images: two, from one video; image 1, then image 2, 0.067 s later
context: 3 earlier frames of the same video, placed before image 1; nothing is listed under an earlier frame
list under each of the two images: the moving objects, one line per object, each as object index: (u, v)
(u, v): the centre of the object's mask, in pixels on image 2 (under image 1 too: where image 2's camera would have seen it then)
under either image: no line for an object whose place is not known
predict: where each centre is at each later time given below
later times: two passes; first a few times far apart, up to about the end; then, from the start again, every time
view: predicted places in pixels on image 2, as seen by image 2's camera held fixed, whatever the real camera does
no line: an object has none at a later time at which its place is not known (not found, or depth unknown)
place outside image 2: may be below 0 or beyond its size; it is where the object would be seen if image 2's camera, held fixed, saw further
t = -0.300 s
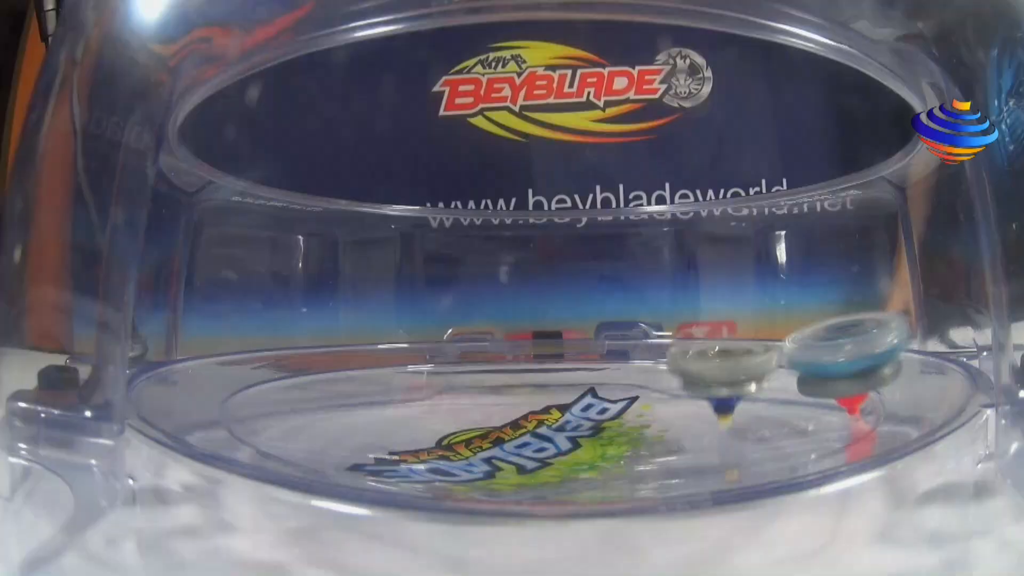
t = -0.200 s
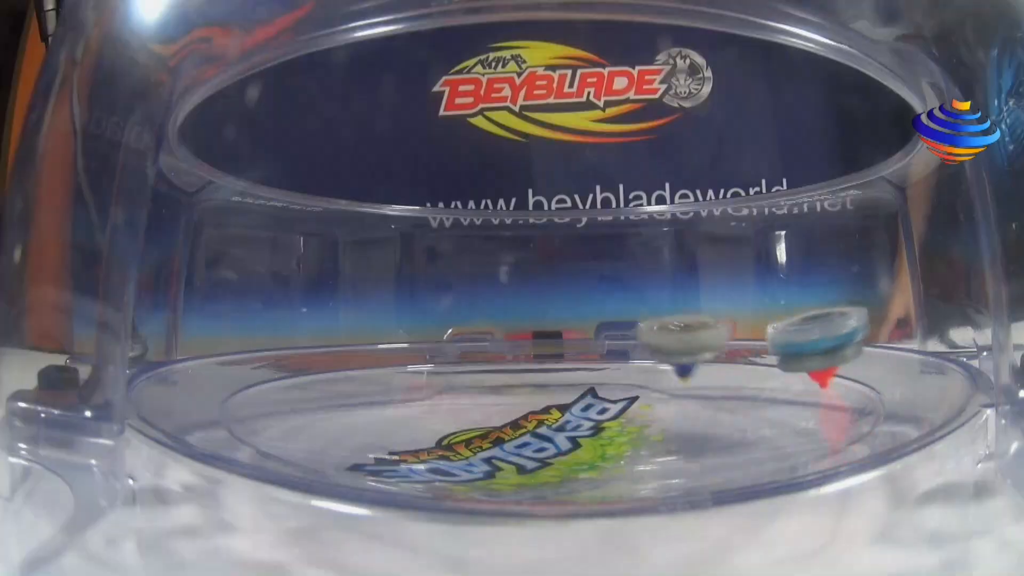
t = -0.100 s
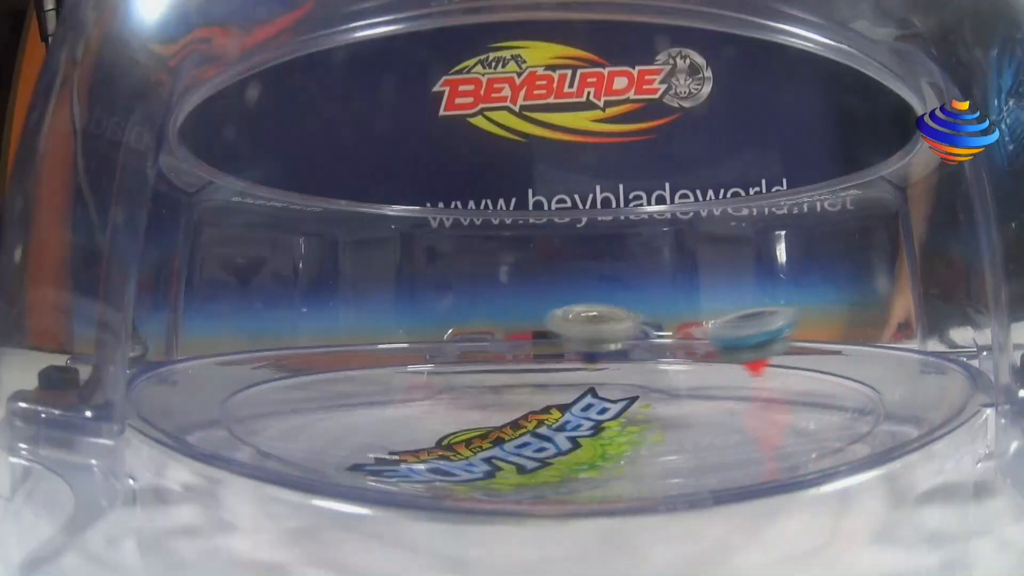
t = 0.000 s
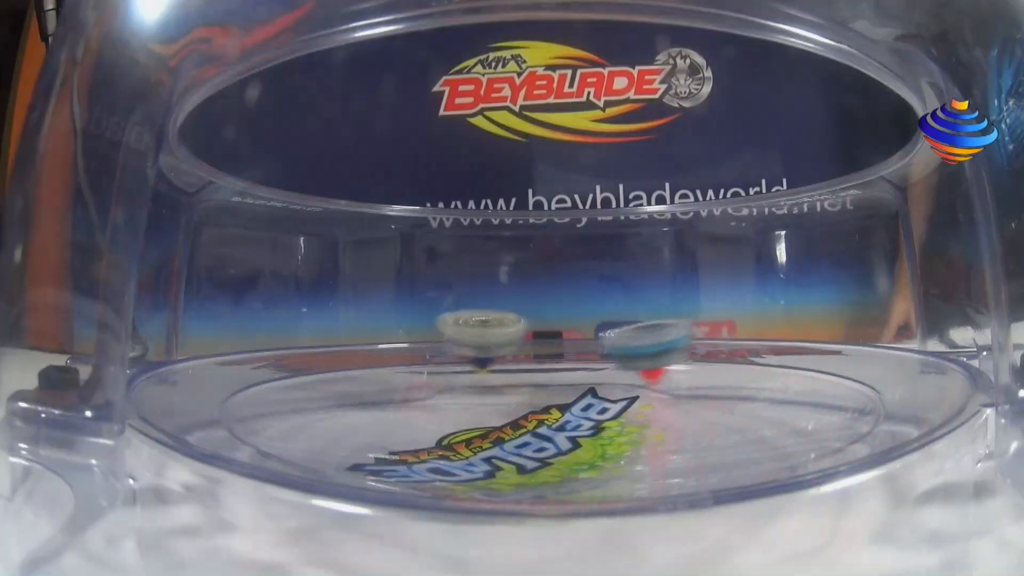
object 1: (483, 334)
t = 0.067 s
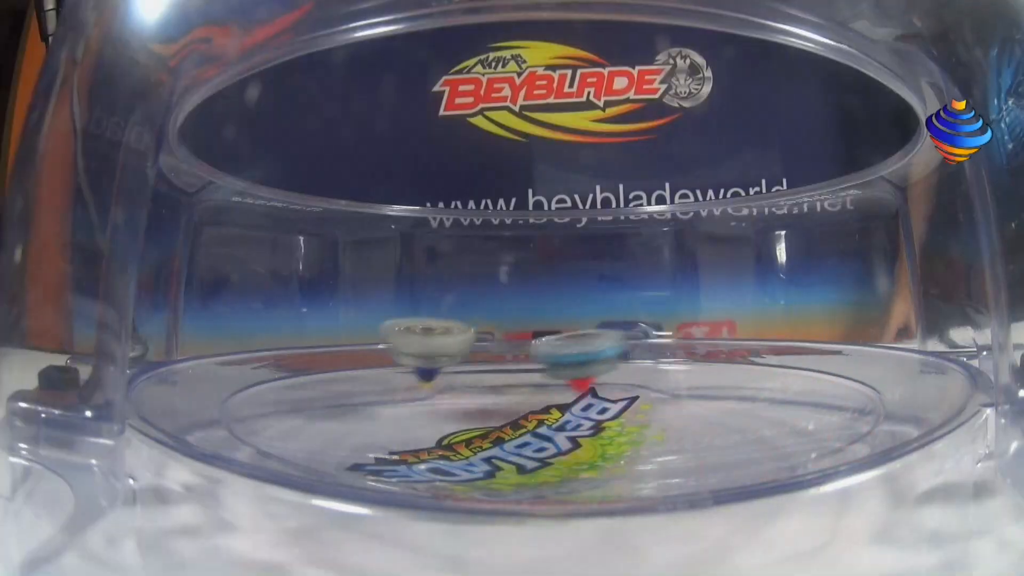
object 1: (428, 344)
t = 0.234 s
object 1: (384, 396)
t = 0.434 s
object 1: (752, 384)
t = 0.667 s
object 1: (818, 336)
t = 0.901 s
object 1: (546, 356)
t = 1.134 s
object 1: (307, 362)
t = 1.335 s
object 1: (359, 388)
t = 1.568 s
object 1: (805, 378)
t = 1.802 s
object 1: (690, 357)
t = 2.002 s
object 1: (517, 379)
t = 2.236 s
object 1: (535, 414)
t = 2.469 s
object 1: (783, 379)
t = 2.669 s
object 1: (781, 361)
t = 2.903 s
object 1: (651, 390)
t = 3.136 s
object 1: (524, 419)
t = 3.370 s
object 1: (631, 412)
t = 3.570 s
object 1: (538, 396)
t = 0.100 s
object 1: (409, 351)
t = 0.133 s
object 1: (397, 361)
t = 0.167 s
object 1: (392, 373)
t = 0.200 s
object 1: (388, 384)
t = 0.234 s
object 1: (384, 396)
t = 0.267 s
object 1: (397, 405)
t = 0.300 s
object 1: (435, 411)
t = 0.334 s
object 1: (487, 408)
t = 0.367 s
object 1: (589, 406)
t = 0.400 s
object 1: (686, 395)
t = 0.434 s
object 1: (752, 384)
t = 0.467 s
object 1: (798, 380)
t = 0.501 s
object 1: (833, 372)
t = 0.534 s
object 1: (858, 359)
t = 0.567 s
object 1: (859, 356)
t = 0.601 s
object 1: (855, 350)
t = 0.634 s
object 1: (841, 346)
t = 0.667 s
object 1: (818, 336)
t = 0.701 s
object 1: (779, 336)
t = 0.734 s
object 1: (737, 338)
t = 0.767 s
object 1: (701, 350)
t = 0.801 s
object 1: (664, 353)
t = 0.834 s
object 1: (628, 354)
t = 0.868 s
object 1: (588, 356)
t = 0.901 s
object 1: (546, 356)
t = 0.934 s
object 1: (509, 357)
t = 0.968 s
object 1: (471, 357)
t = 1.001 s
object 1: (433, 358)
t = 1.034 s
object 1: (394, 358)
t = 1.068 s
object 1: (361, 360)
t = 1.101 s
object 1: (331, 360)
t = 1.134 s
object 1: (307, 362)
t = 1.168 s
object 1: (288, 367)
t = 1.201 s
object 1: (280, 370)
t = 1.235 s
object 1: (284, 377)
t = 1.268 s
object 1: (288, 382)
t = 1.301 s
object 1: (306, 385)
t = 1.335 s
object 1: (359, 388)
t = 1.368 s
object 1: (448, 395)
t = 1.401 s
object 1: (540, 398)
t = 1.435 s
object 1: (637, 396)
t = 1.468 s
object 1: (714, 394)
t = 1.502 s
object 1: (767, 388)
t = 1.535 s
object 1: (795, 383)
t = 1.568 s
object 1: (805, 378)
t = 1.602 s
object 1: (803, 374)
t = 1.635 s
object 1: (800, 369)
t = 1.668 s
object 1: (791, 365)
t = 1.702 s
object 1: (773, 361)
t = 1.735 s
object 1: (748, 360)
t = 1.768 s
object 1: (722, 358)
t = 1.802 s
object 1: (690, 357)
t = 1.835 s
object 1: (656, 357)
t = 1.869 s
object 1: (621, 357)
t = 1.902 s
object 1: (589, 359)
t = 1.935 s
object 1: (565, 365)
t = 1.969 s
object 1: (539, 372)
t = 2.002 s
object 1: (517, 379)
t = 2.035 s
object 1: (497, 386)
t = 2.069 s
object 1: (481, 393)
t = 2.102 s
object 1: (472, 400)
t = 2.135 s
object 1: (472, 406)
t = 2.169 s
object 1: (480, 411)
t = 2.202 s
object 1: (501, 413)
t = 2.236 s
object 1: (535, 414)
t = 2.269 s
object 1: (582, 414)
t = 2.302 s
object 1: (634, 411)
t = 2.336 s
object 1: (690, 406)
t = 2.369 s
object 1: (738, 398)
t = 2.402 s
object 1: (769, 391)
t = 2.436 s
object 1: (783, 386)
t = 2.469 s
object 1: (783, 379)
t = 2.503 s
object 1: (772, 377)
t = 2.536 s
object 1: (763, 368)
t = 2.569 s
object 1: (776, 365)
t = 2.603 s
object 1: (779, 363)
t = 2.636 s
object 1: (781, 362)
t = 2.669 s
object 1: (781, 361)
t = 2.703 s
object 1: (775, 360)
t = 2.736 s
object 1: (765, 362)
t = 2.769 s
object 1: (750, 366)
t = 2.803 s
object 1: (729, 371)
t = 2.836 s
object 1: (705, 377)
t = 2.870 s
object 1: (679, 384)
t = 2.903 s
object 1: (651, 390)
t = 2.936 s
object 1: (625, 395)
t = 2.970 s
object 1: (600, 401)
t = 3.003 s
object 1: (577, 406)
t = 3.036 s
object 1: (559, 411)
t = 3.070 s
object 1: (541, 416)
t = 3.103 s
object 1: (528, 416)
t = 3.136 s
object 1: (524, 419)
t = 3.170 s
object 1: (538, 413)
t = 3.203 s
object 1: (556, 412)
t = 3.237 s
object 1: (581, 411)
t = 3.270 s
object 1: (610, 410)
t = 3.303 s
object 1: (609, 414)
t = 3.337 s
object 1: (627, 412)
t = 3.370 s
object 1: (631, 412)
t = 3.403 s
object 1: (632, 409)
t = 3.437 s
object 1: (622, 407)
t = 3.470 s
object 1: (606, 405)
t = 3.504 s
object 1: (587, 402)
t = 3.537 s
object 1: (565, 401)
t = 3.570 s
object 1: (538, 396)
